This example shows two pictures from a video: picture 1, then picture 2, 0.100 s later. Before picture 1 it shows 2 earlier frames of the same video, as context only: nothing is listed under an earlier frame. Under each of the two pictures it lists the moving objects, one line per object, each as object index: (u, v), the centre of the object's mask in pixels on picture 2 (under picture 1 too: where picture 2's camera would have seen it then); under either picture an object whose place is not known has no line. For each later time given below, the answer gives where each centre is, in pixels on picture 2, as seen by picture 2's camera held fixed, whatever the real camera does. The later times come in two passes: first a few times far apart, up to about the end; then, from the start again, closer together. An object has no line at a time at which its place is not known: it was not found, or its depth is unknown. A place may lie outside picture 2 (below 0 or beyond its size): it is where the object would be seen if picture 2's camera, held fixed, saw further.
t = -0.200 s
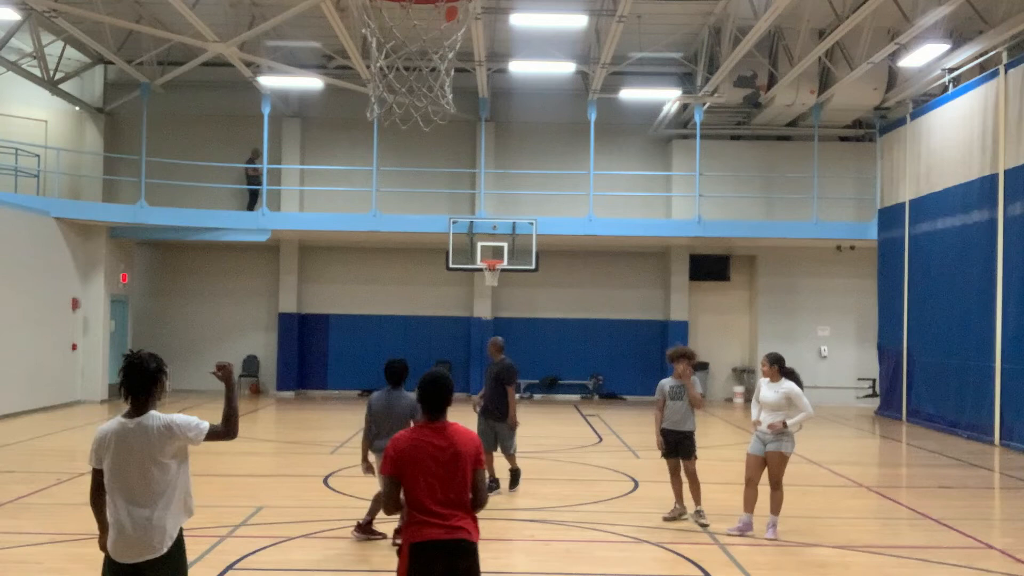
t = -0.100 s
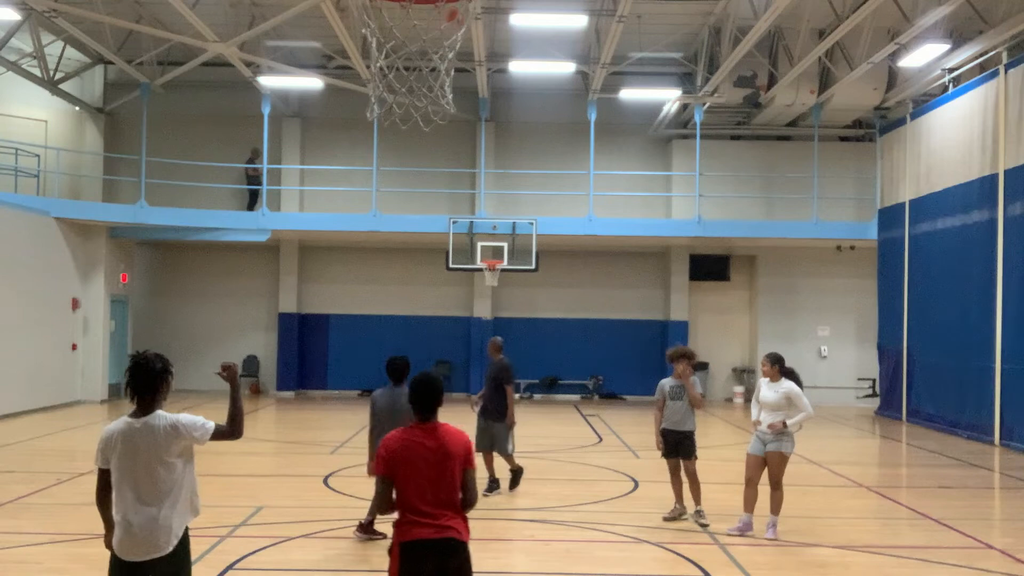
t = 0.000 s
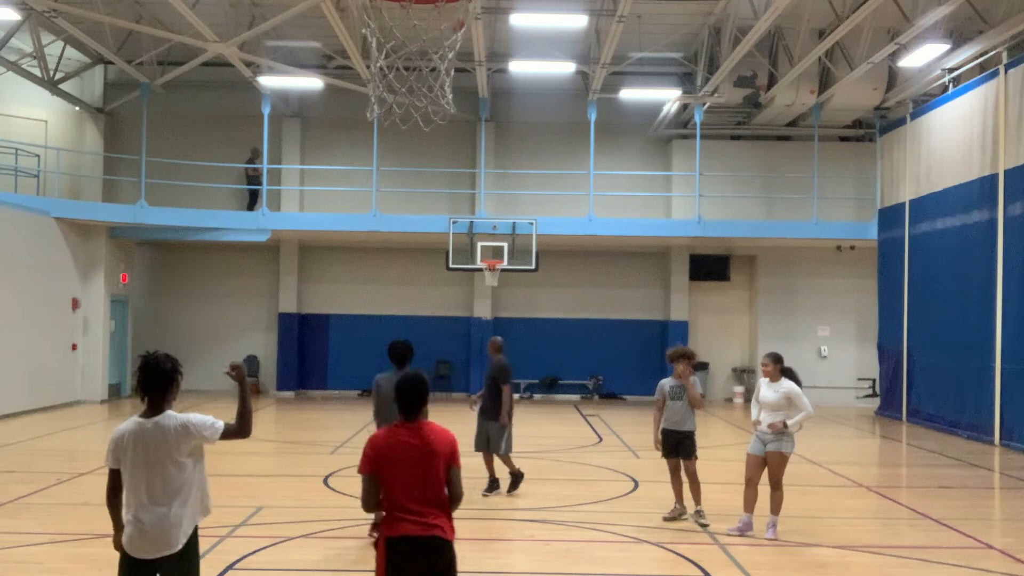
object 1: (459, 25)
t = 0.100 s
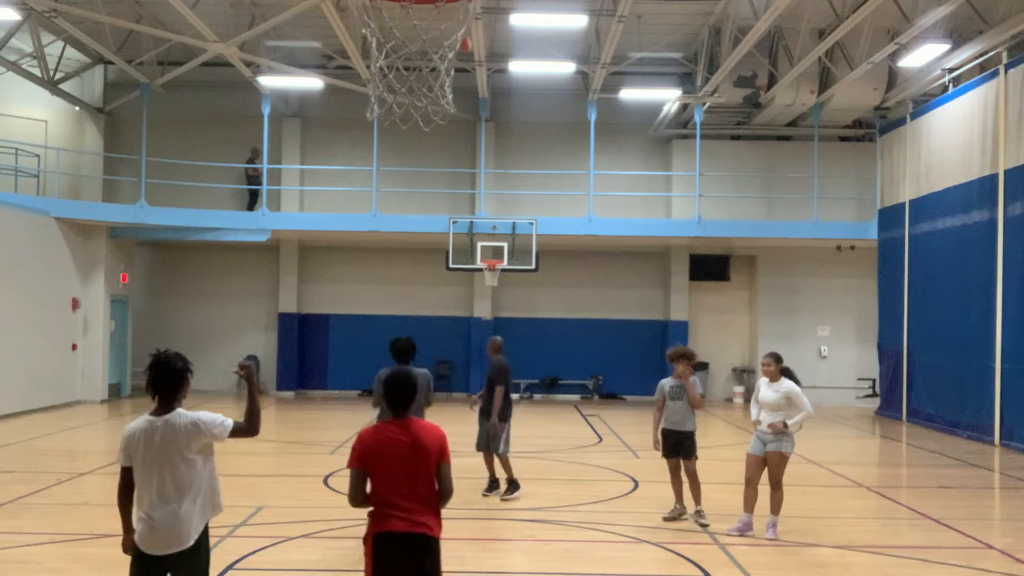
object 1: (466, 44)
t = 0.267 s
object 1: (469, 79)
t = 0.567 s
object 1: (473, 163)
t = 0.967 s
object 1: (461, 292)
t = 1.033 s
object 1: (455, 311)
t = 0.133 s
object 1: (465, 52)
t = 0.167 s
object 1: (466, 57)
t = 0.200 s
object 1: (467, 65)
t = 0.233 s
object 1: (468, 71)
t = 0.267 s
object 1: (469, 79)
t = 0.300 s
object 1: (470, 87)
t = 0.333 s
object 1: (470, 96)
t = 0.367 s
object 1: (471, 105)
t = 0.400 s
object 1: (471, 113)
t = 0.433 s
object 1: (472, 123)
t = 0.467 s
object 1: (472, 133)
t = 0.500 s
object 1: (472, 144)
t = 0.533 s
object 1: (472, 153)
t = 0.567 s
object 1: (473, 163)
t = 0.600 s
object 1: (473, 175)
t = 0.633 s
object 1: (473, 187)
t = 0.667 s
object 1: (473, 198)
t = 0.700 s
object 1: (474, 210)
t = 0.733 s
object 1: (474, 221)
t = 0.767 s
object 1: (473, 233)
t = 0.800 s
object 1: (473, 246)
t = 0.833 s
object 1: (474, 258)
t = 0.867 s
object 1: (471, 266)
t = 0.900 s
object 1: (468, 275)
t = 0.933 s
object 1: (465, 284)
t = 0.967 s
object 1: (461, 292)
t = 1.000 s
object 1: (458, 301)
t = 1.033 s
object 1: (455, 311)
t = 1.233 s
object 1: (438, 376)
